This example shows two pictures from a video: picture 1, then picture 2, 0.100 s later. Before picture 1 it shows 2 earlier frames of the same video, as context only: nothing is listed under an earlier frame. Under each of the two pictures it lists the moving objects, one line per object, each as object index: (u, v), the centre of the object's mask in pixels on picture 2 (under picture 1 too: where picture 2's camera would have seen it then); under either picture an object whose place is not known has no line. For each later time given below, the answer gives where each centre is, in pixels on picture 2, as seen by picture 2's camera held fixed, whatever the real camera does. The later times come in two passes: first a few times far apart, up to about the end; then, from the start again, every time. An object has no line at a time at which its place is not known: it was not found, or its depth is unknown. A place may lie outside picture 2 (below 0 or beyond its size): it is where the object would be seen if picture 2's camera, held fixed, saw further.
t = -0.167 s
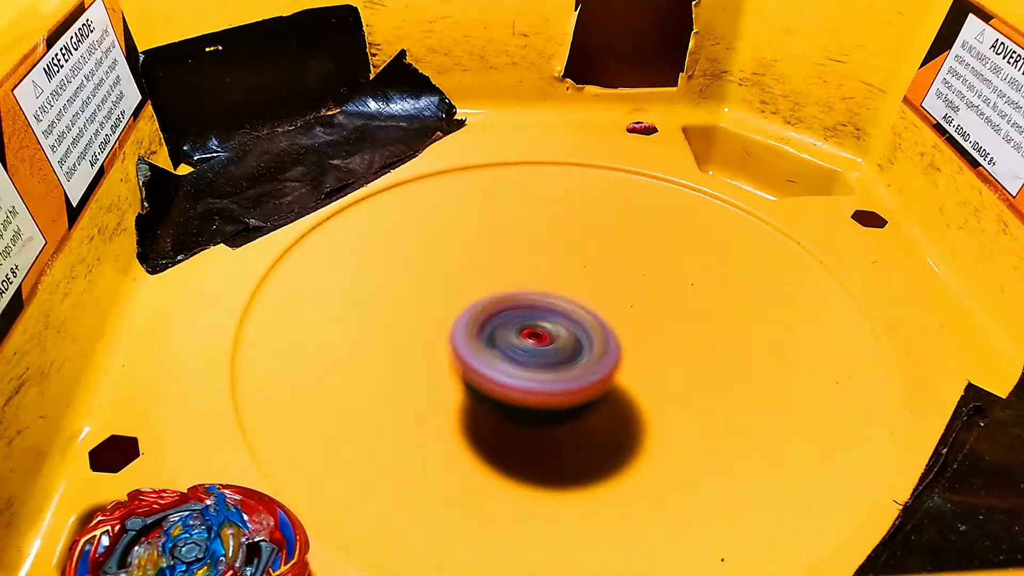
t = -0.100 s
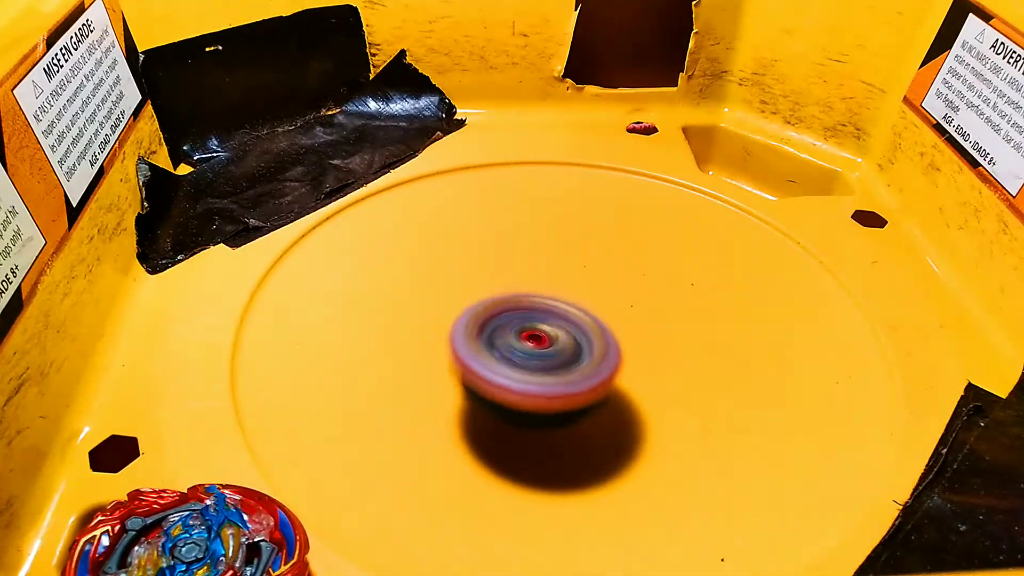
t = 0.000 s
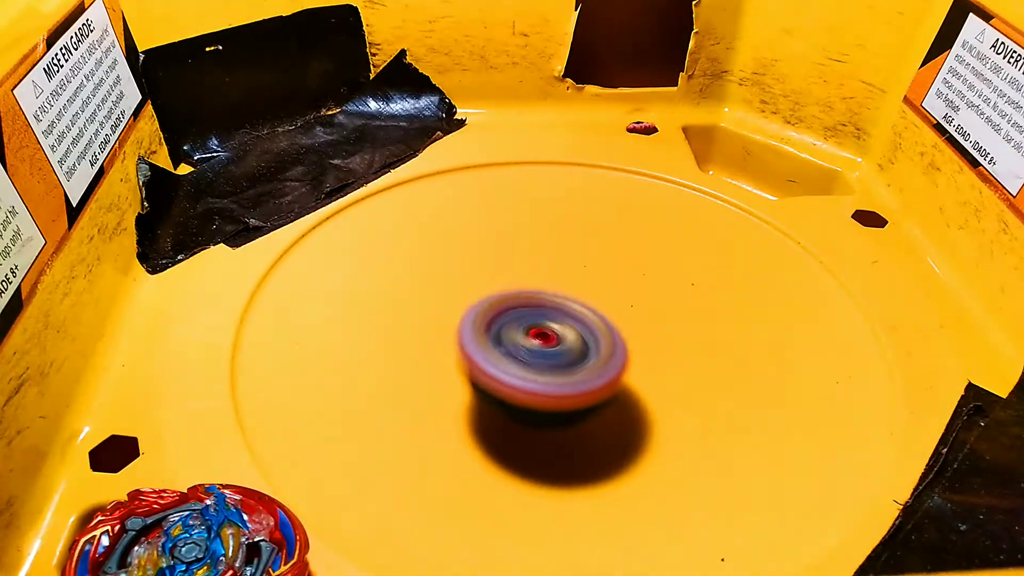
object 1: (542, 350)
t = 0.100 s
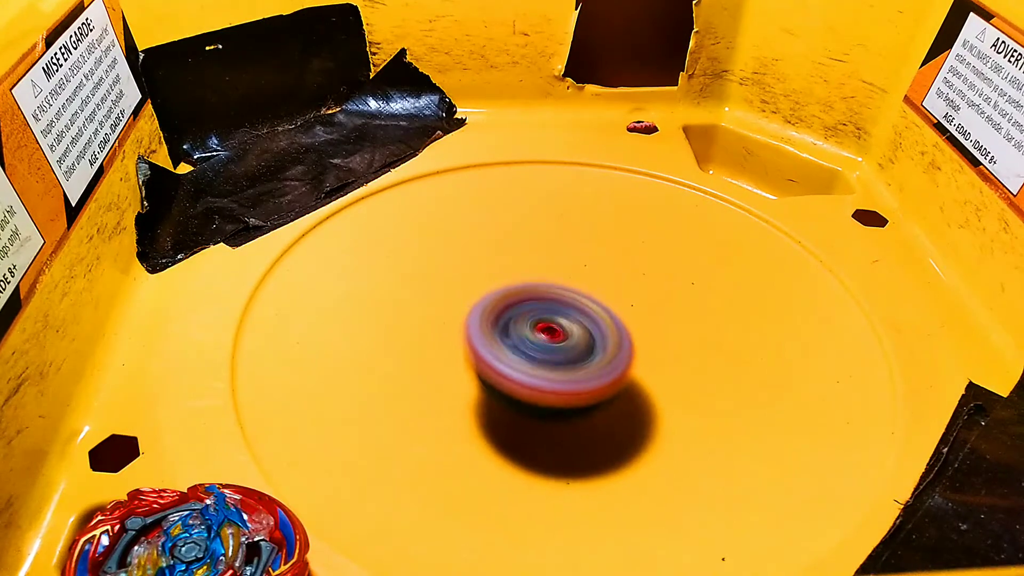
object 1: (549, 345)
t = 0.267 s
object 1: (535, 331)
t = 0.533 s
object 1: (541, 296)
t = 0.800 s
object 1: (581, 292)
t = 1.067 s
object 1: (593, 288)
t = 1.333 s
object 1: (597, 296)
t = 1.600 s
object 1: (594, 308)
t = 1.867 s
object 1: (582, 314)
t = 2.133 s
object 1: (561, 314)
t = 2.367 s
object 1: (533, 302)
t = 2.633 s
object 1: (512, 305)
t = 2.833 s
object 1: (549, 306)
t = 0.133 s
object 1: (549, 344)
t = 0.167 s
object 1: (547, 342)
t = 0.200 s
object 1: (543, 339)
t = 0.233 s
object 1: (539, 335)
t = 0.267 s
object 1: (535, 331)
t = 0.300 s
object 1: (533, 326)
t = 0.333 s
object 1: (530, 321)
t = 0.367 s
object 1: (529, 315)
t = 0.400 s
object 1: (530, 310)
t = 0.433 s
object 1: (532, 306)
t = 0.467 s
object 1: (534, 303)
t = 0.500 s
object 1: (537, 300)
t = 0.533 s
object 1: (541, 296)
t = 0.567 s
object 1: (546, 294)
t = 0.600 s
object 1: (551, 293)
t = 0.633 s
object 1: (557, 292)
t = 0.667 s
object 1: (563, 293)
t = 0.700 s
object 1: (568, 293)
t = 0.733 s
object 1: (573, 293)
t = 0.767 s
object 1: (578, 292)
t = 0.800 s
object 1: (581, 292)
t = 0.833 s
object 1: (583, 291)
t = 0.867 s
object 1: (585, 290)
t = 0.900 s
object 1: (587, 289)
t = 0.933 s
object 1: (588, 288)
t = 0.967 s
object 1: (589, 287)
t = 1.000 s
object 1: (591, 287)
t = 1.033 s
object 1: (592, 287)
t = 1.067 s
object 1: (593, 288)
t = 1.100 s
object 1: (594, 288)
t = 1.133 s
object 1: (594, 289)
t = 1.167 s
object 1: (595, 290)
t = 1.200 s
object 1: (595, 291)
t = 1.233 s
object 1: (596, 292)
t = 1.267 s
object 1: (596, 293)
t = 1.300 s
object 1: (597, 295)
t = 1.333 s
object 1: (597, 296)
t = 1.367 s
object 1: (597, 297)
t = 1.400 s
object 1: (597, 299)
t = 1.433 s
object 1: (597, 301)
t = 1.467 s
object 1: (596, 302)
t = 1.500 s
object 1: (596, 303)
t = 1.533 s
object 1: (595, 305)
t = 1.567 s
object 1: (595, 306)
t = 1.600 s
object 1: (594, 308)
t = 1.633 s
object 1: (593, 309)
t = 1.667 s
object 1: (591, 310)
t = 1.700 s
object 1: (590, 311)
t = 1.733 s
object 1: (589, 312)
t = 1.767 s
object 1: (587, 313)
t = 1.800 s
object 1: (585, 313)
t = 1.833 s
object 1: (583, 314)
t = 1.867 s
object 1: (582, 314)
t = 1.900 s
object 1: (580, 315)
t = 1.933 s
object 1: (577, 315)
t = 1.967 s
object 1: (575, 315)
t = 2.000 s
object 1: (573, 316)
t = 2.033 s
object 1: (570, 316)
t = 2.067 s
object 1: (567, 315)
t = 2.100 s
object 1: (564, 315)
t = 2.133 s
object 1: (561, 314)
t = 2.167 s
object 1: (558, 313)
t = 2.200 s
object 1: (554, 312)
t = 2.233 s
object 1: (551, 310)
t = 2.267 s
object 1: (546, 308)
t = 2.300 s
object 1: (542, 306)
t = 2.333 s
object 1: (538, 304)
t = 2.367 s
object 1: (533, 302)
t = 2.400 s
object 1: (528, 301)
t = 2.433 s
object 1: (524, 300)
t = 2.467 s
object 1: (520, 300)
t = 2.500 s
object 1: (515, 300)
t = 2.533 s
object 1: (512, 301)
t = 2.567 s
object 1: (510, 302)
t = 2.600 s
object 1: (510, 304)
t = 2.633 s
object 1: (512, 305)
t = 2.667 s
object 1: (516, 307)
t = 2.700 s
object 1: (521, 309)
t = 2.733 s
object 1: (528, 310)
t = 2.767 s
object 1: (535, 309)
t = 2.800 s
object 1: (541, 308)
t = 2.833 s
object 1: (549, 306)
